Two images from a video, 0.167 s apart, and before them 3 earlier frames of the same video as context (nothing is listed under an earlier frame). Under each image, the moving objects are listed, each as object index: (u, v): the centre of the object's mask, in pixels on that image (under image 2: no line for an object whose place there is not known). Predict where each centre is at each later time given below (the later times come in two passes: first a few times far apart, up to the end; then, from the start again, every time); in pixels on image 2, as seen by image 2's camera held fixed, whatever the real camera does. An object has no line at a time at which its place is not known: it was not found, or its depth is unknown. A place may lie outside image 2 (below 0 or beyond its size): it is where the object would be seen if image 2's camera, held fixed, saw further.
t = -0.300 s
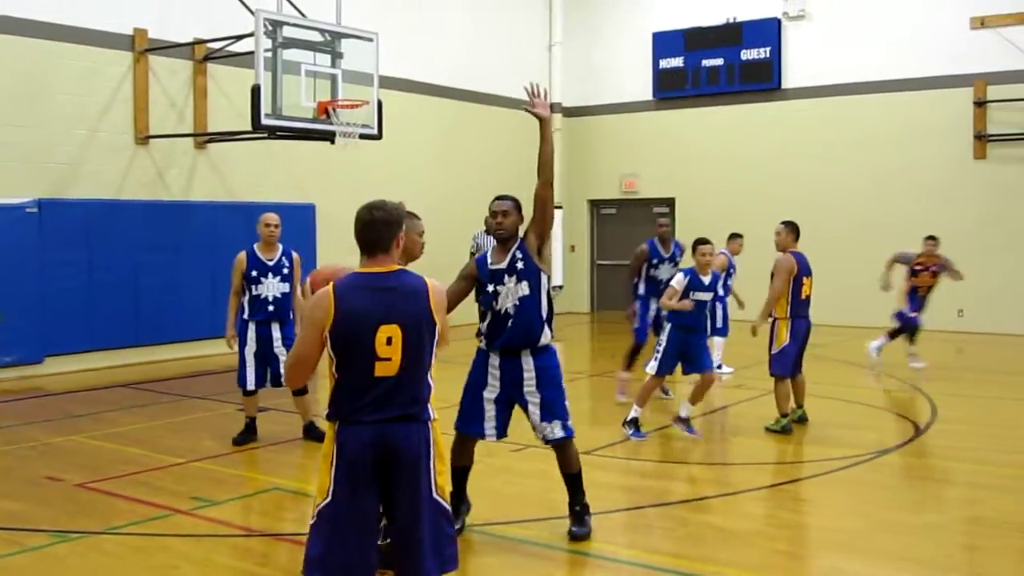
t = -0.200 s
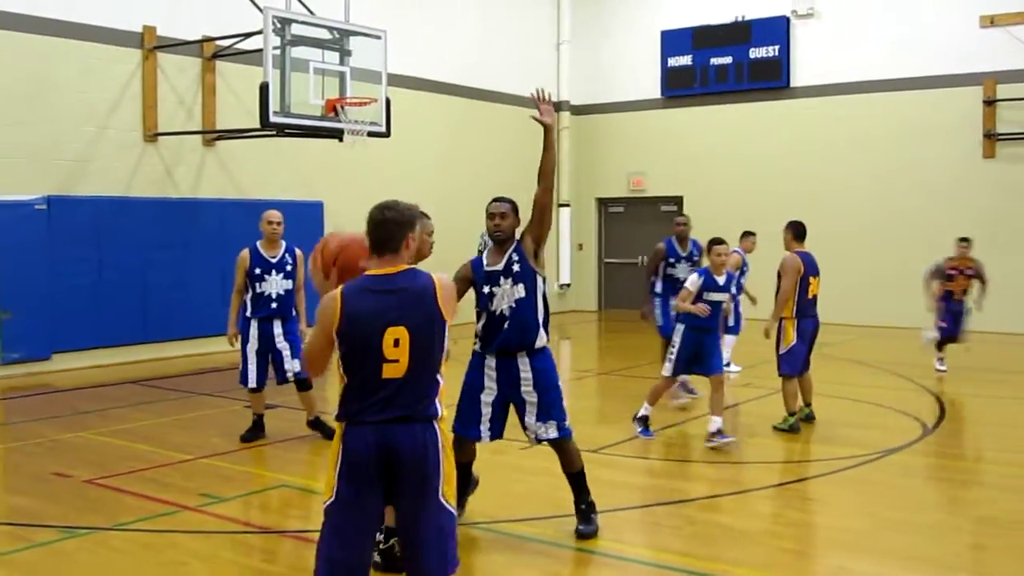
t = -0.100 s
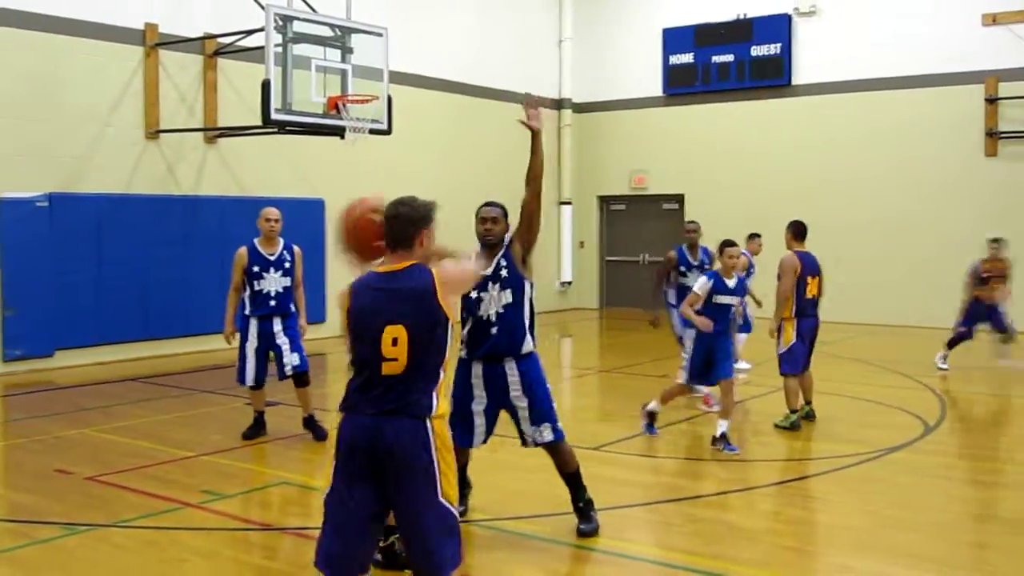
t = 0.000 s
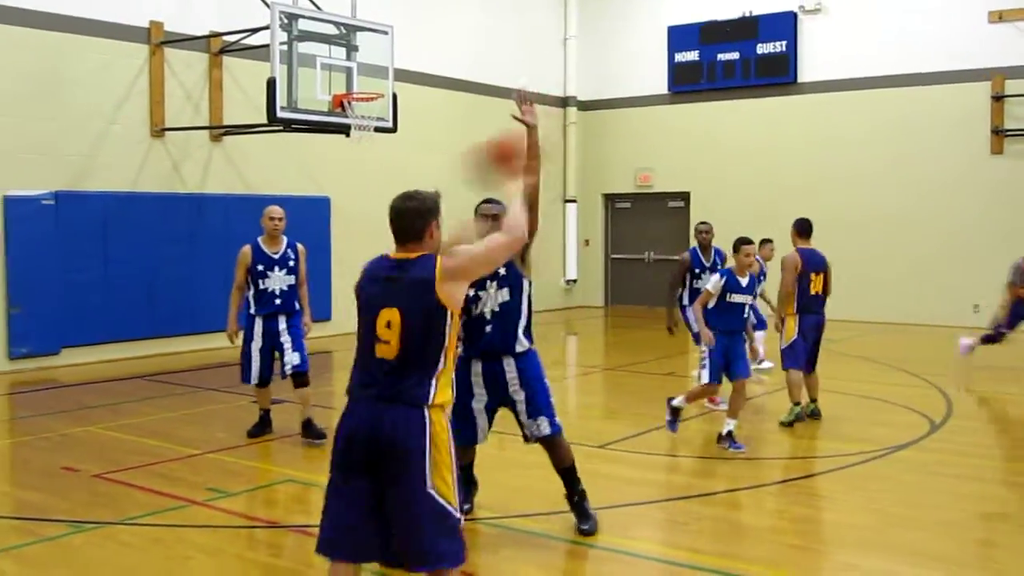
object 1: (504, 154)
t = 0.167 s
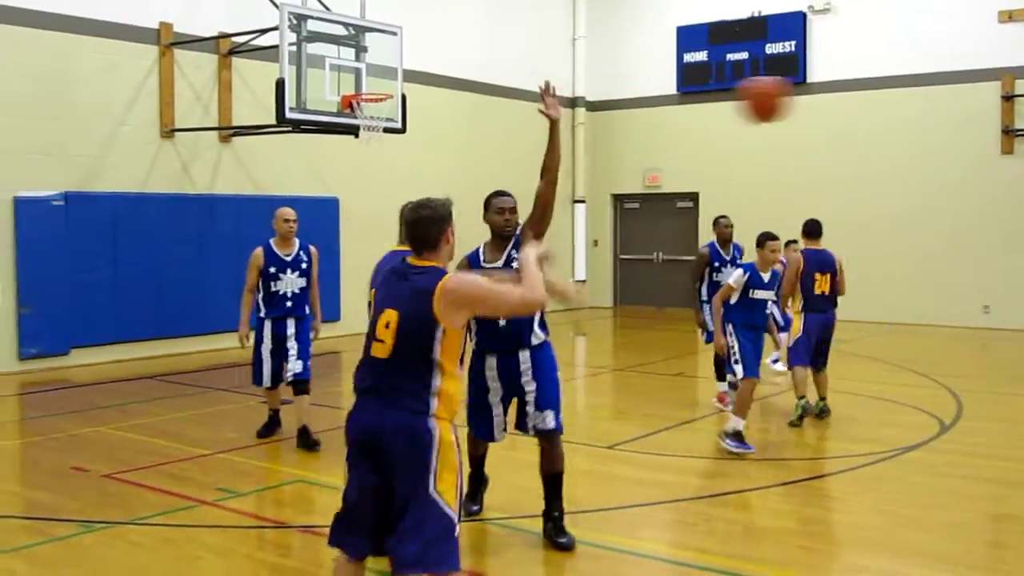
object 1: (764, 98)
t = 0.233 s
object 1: (837, 97)
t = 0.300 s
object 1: (899, 101)
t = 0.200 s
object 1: (800, 96)
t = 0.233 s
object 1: (837, 97)
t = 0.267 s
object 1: (870, 99)
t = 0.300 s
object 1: (899, 101)
